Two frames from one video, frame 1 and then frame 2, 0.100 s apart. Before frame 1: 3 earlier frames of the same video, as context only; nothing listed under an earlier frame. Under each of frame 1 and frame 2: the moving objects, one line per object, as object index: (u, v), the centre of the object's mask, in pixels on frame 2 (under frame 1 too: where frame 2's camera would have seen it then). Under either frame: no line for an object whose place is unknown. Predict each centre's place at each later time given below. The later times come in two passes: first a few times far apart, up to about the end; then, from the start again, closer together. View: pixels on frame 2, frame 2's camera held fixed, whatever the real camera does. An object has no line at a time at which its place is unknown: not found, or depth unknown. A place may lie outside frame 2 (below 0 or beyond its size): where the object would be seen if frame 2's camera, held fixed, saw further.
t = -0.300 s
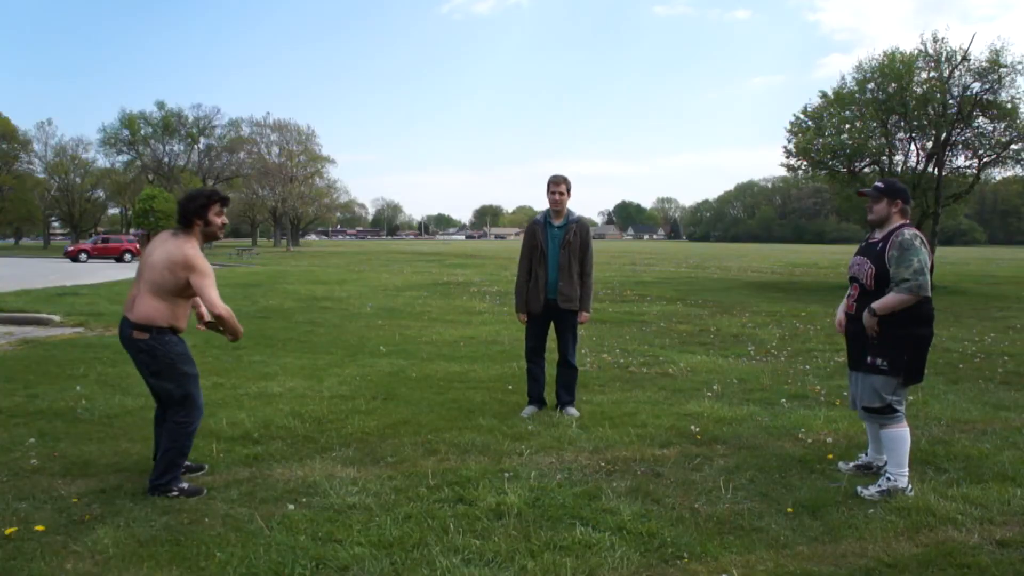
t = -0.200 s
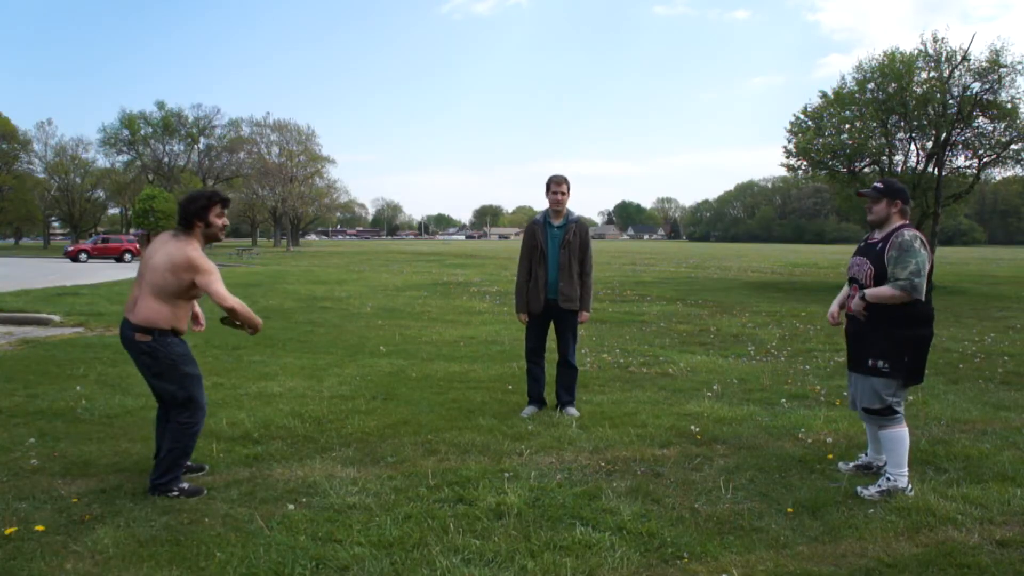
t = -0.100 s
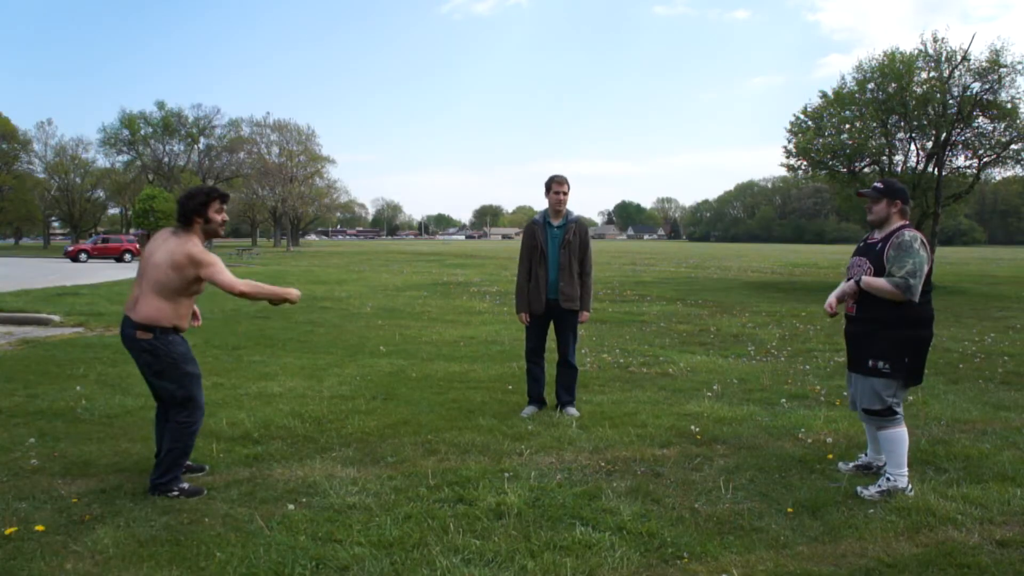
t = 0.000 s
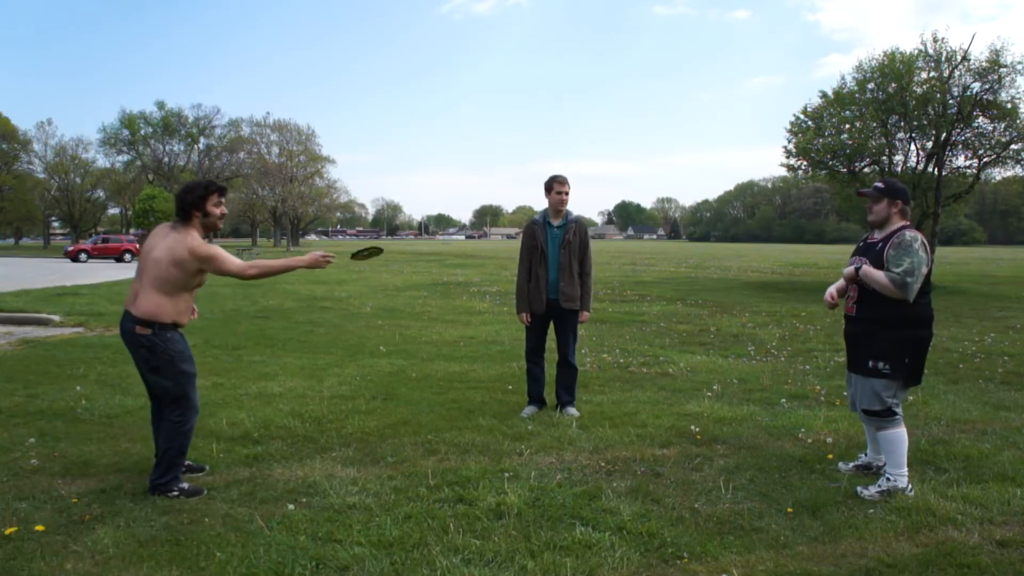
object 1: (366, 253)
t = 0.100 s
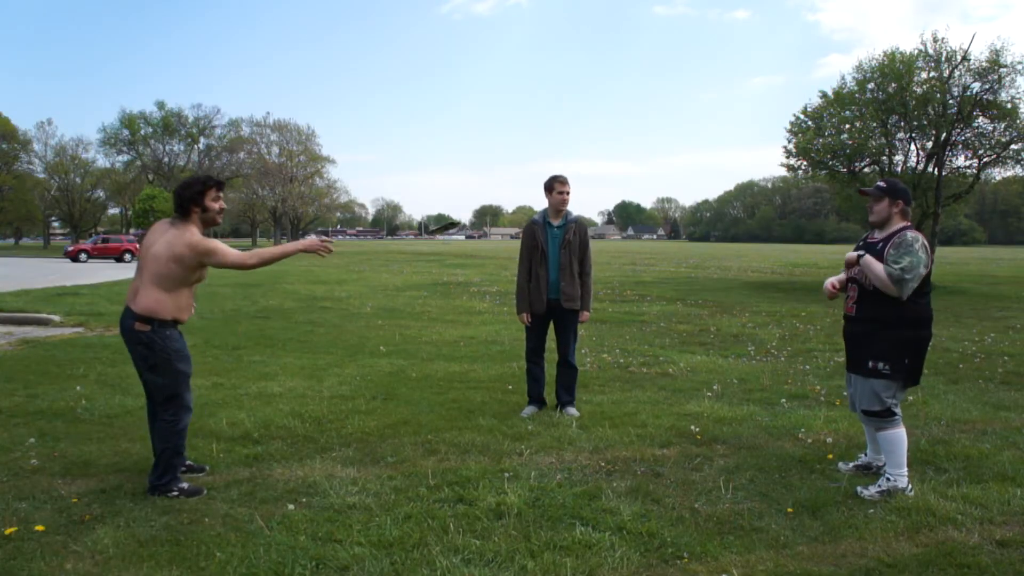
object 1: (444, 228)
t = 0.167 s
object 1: (496, 221)
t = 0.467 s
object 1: (717, 268)
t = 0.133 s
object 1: (468, 224)
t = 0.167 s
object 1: (496, 221)
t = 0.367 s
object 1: (651, 239)
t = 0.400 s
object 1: (674, 247)
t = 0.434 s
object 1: (697, 256)
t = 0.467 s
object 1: (717, 268)
